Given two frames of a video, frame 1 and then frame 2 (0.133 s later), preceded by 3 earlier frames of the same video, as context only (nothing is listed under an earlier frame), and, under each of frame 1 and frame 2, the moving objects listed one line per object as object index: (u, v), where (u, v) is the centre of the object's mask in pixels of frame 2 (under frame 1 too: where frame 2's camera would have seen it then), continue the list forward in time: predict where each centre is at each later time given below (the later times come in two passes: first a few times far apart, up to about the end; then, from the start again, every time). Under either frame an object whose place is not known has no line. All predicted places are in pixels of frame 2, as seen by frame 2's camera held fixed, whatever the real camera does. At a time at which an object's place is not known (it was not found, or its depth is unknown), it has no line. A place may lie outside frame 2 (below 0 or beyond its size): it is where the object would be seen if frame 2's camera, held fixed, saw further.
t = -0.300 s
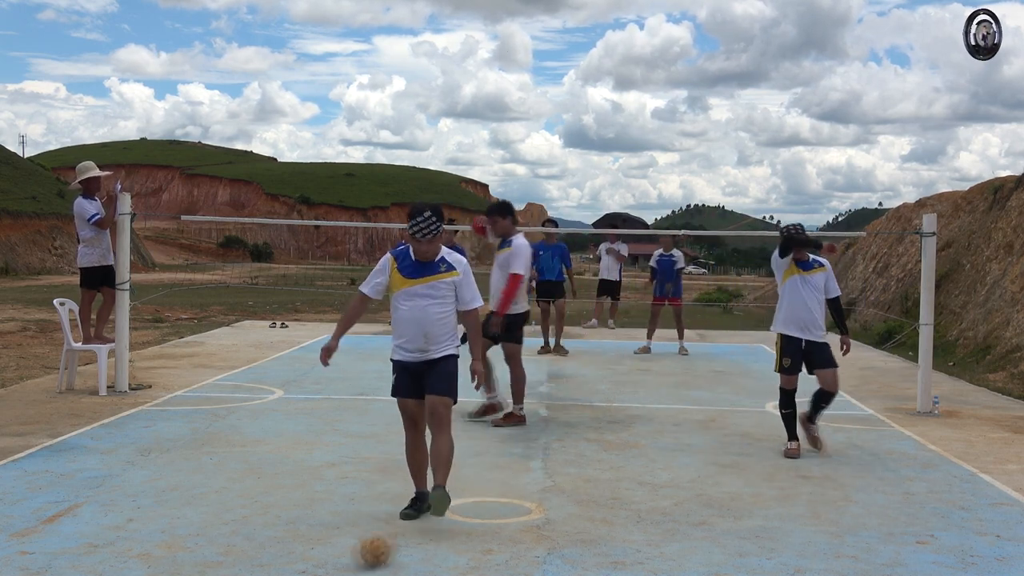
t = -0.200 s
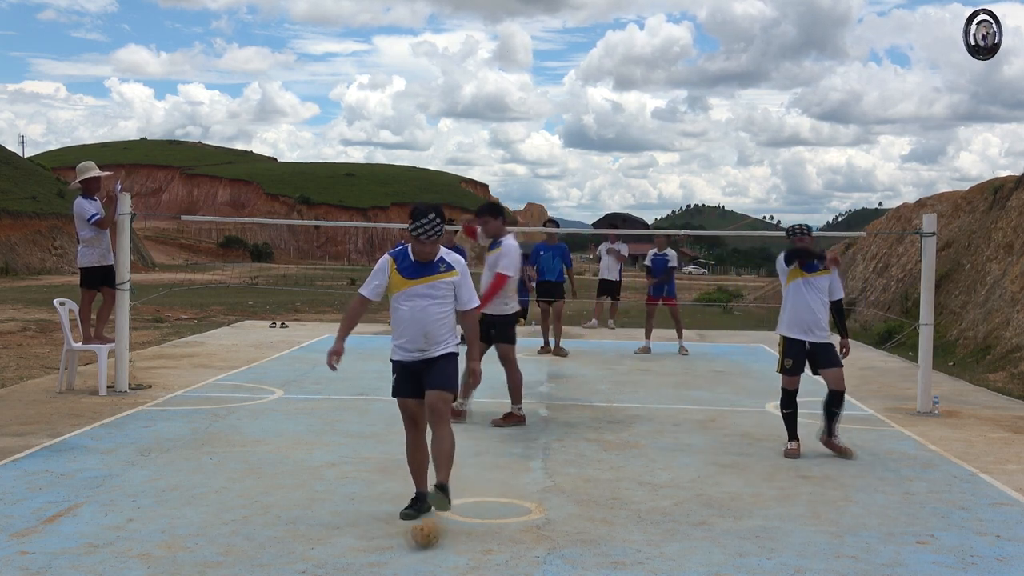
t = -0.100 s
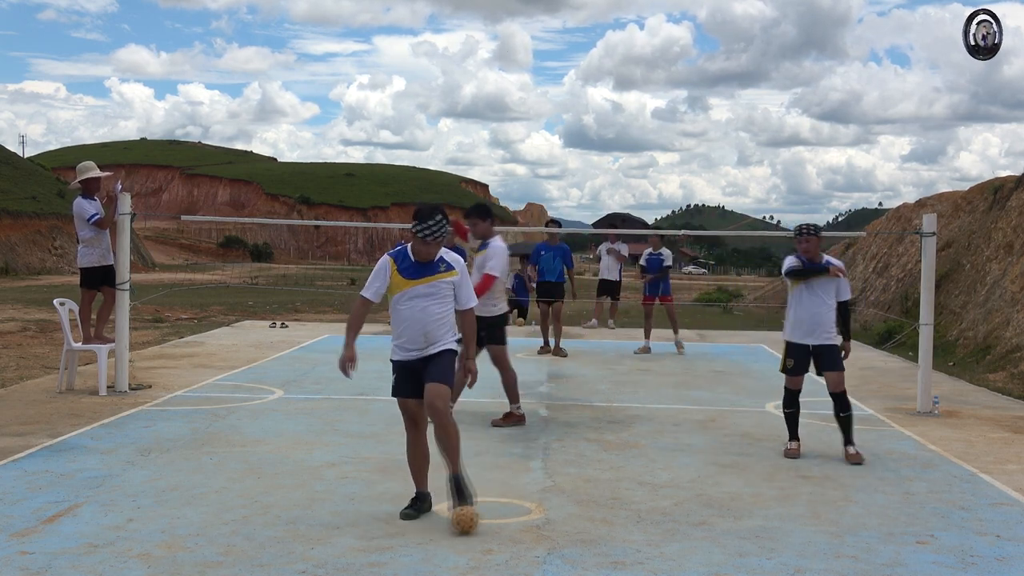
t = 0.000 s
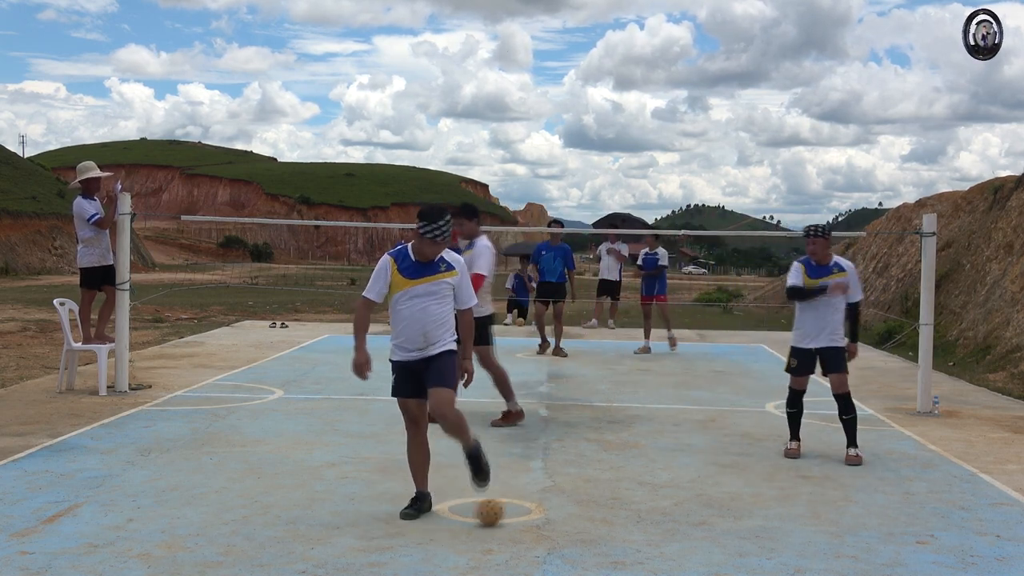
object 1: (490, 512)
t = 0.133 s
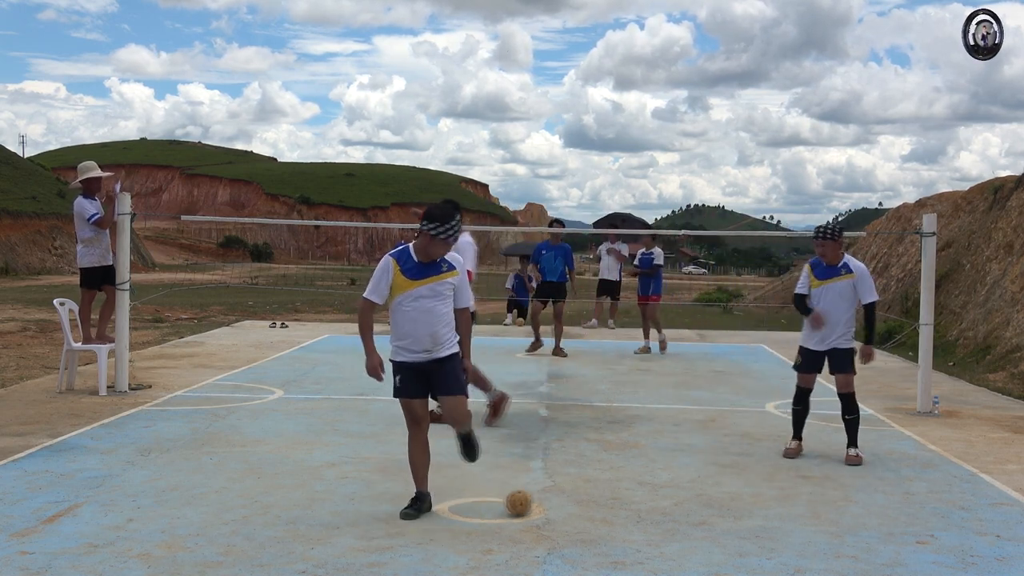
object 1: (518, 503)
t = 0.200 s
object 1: (532, 499)
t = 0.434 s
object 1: (575, 484)
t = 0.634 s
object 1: (606, 473)
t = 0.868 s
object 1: (639, 462)
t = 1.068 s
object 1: (663, 453)
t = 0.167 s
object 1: (525, 501)
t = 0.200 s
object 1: (532, 499)
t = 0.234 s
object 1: (538, 496)
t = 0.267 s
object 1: (545, 493)
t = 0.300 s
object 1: (550, 492)
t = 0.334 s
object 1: (557, 490)
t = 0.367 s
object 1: (563, 487)
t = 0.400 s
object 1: (569, 486)
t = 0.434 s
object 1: (575, 484)
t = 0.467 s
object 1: (580, 482)
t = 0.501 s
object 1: (586, 479)
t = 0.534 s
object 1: (591, 478)
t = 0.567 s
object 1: (596, 476)
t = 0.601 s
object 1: (601, 475)
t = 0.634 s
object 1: (606, 473)
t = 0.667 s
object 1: (611, 471)
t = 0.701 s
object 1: (616, 469)
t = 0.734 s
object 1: (620, 468)
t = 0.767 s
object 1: (625, 466)
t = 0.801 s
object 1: (630, 465)
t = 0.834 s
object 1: (634, 464)
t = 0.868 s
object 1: (639, 462)
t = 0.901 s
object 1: (643, 461)
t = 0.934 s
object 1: (647, 459)
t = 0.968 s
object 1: (651, 458)
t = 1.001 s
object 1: (655, 456)
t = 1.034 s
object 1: (659, 455)
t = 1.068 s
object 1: (663, 453)
